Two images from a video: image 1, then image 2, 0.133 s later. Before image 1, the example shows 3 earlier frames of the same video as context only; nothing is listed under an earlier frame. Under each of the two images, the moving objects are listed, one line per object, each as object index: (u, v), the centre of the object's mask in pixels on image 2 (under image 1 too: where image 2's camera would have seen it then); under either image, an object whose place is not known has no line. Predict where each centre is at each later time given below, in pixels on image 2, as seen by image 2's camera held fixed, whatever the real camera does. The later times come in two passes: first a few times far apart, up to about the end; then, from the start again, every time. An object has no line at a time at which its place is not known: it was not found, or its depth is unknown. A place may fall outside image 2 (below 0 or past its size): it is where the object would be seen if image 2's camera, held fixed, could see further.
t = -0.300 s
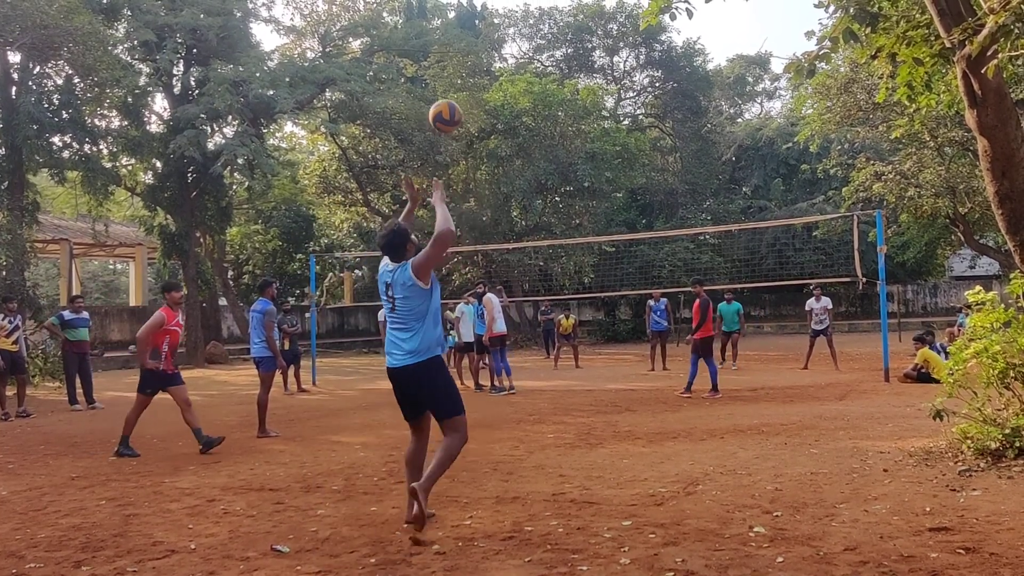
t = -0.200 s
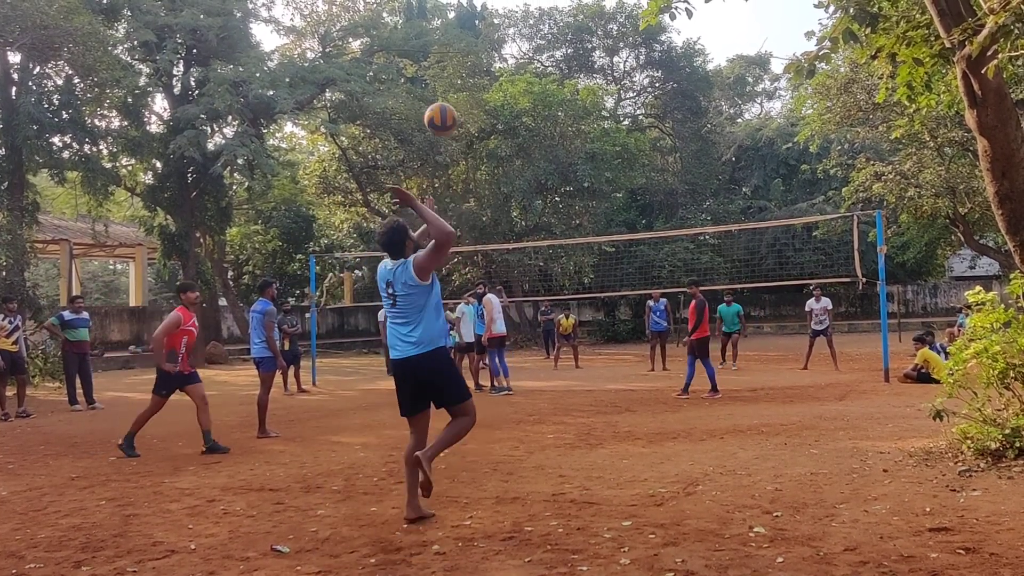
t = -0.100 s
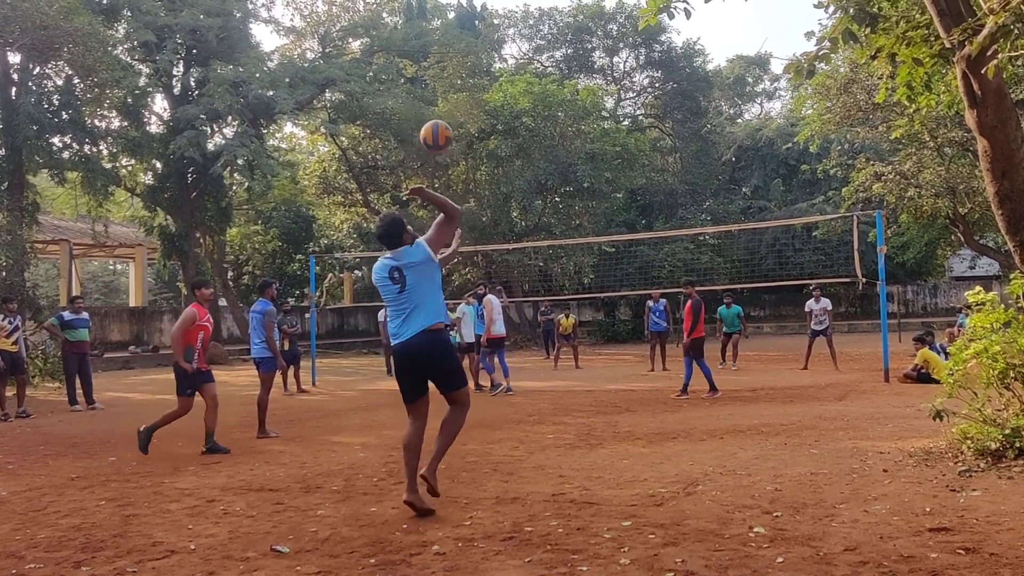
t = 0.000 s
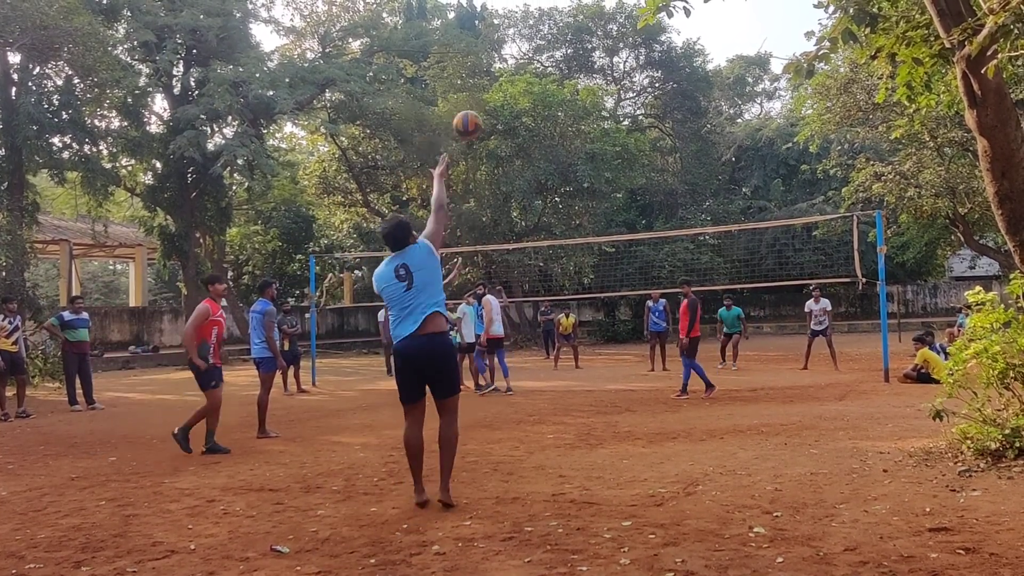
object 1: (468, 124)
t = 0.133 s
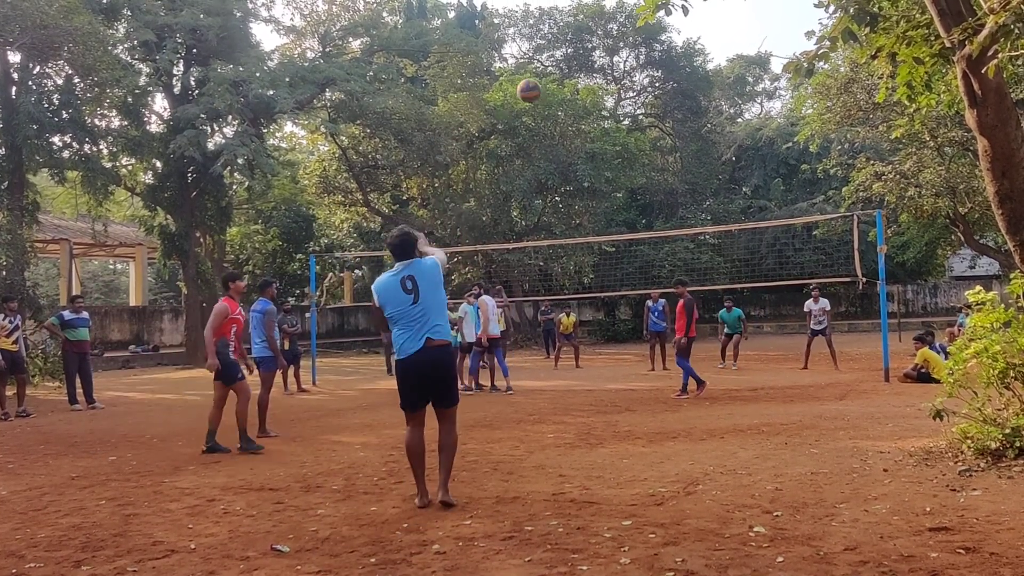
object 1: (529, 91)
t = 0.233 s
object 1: (559, 83)
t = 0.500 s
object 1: (606, 110)
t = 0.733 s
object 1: (630, 164)
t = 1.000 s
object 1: (647, 245)
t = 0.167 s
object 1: (540, 87)
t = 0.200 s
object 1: (550, 85)
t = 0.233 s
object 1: (559, 83)
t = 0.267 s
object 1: (567, 84)
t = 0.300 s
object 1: (574, 85)
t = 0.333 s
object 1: (581, 87)
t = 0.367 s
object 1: (586, 91)
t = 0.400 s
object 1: (591, 94)
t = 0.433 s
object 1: (597, 99)
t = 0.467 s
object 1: (602, 104)
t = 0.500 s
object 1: (606, 110)
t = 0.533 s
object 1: (611, 117)
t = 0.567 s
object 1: (614, 123)
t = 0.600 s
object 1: (618, 130)
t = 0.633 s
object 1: (621, 138)
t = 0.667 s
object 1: (625, 147)
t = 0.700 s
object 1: (628, 155)
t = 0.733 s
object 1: (630, 164)
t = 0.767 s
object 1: (633, 173)
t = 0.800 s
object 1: (635, 183)
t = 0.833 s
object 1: (638, 193)
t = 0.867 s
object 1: (640, 203)
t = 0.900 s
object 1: (642, 213)
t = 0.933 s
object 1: (644, 224)
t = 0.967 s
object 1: (645, 231)
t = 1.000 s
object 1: (647, 245)
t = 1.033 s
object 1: (648, 255)
